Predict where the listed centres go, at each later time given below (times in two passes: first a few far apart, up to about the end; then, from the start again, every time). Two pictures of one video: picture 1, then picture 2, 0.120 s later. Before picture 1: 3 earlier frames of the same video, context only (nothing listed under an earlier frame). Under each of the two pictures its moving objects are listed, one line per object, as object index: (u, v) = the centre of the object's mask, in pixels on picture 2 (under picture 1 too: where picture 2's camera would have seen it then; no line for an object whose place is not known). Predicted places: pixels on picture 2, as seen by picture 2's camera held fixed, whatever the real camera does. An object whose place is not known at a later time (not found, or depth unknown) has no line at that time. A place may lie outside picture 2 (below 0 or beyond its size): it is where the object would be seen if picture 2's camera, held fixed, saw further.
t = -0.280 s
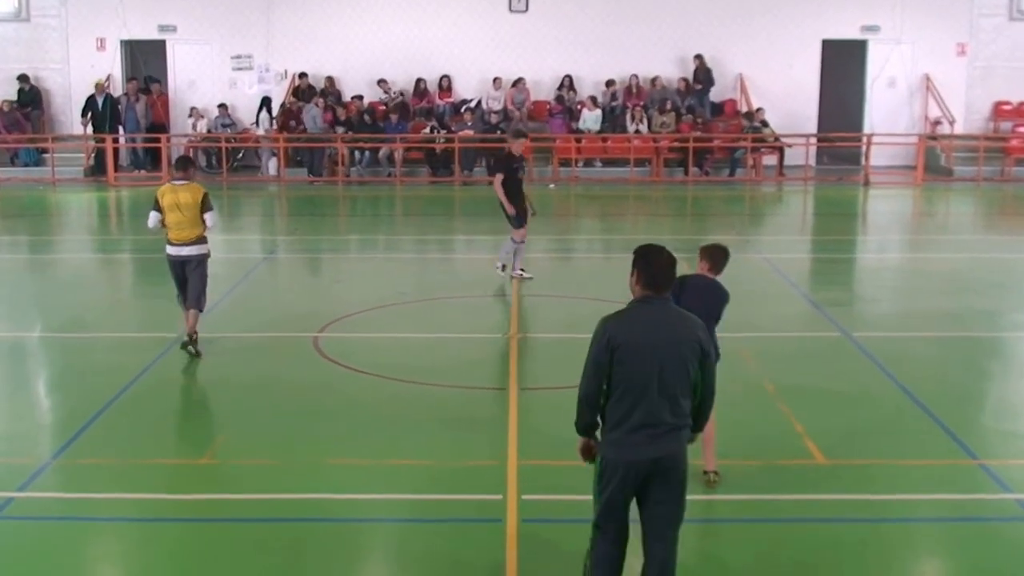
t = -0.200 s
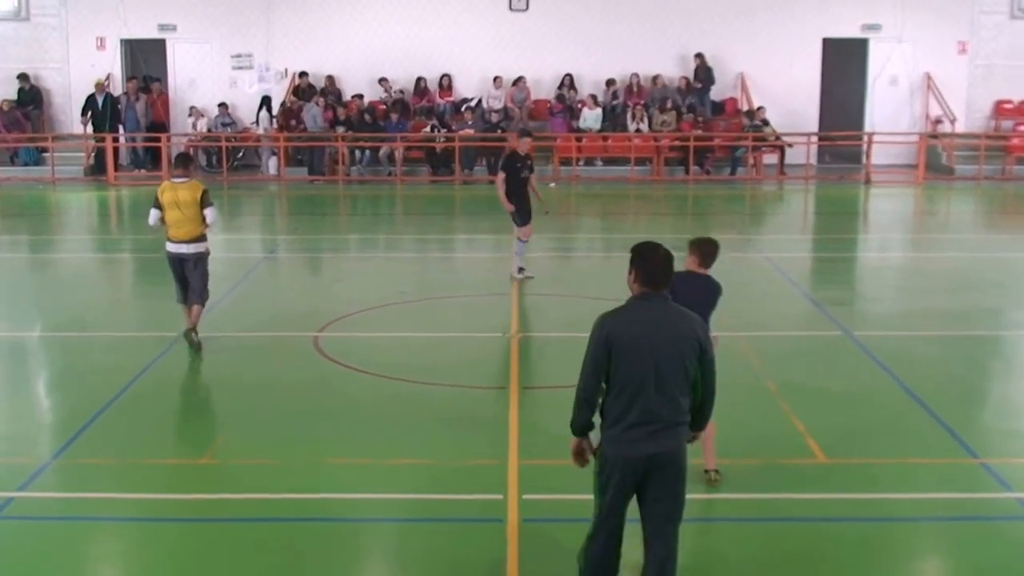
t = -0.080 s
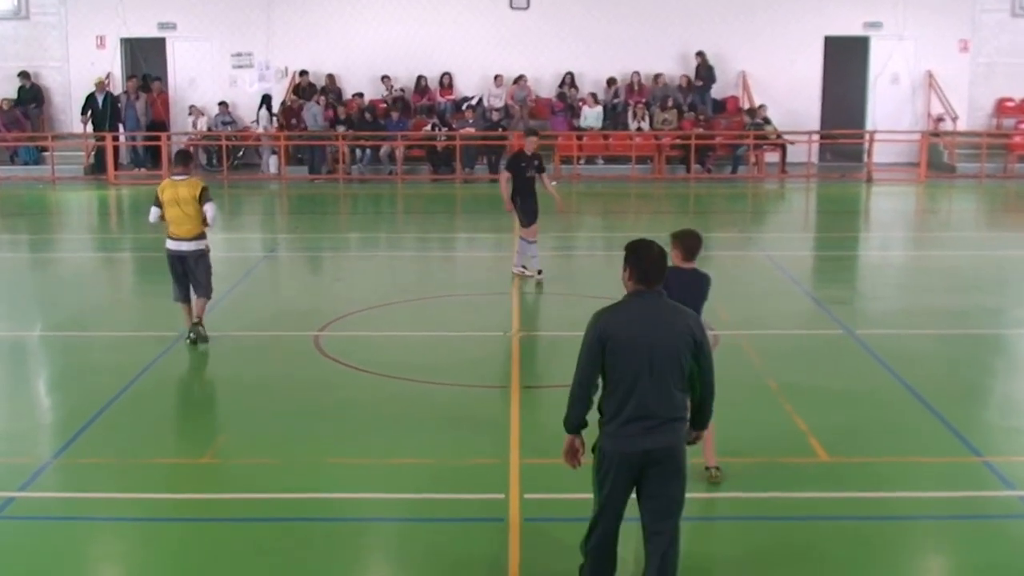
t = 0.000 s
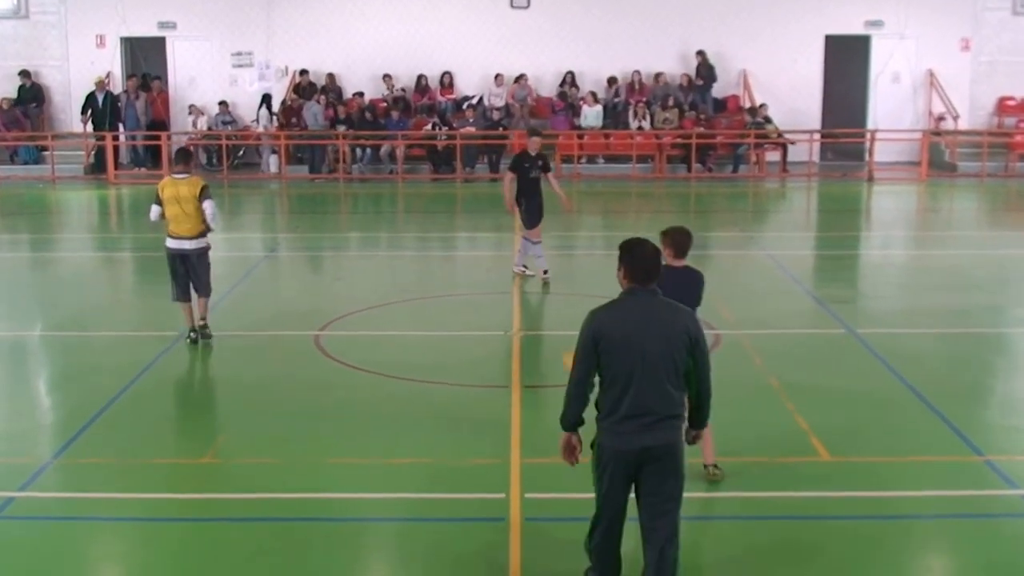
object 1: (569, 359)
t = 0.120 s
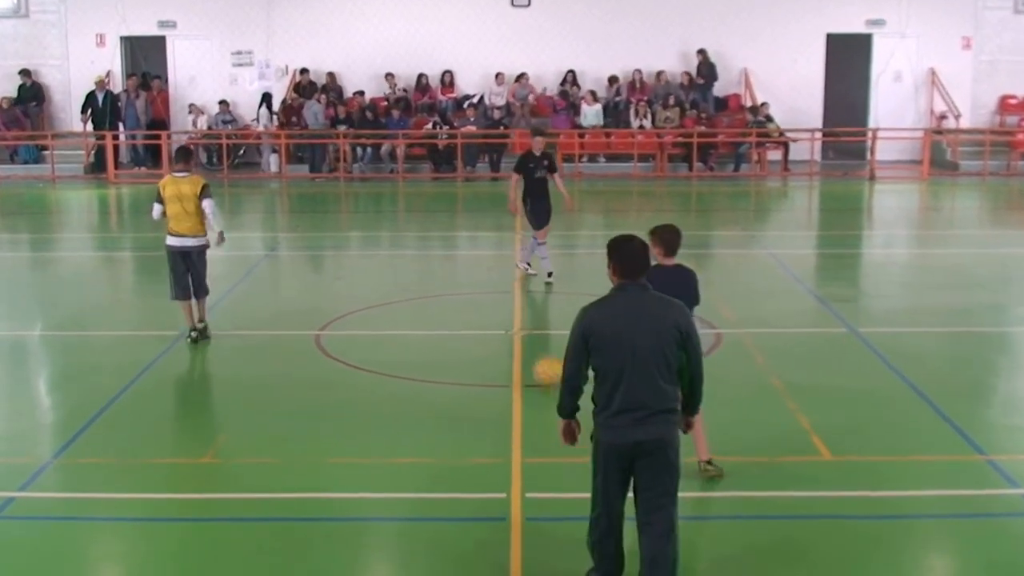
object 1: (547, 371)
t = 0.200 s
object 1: (529, 350)
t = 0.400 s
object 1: (484, 335)
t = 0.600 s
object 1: (443, 329)
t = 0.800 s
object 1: (407, 317)
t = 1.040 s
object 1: (366, 303)
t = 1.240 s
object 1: (336, 304)
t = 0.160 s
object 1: (538, 360)
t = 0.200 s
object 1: (529, 350)
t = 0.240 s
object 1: (519, 344)
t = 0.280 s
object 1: (509, 339)
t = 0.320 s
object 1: (499, 335)
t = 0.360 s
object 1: (493, 334)
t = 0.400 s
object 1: (484, 335)
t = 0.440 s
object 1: (475, 337)
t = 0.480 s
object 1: (468, 341)
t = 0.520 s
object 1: (458, 346)
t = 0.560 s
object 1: (451, 336)
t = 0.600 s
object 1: (443, 329)
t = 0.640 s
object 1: (435, 322)
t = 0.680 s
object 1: (428, 319)
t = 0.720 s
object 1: (421, 316)
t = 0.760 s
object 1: (414, 315)
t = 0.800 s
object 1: (407, 317)
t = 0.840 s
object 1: (400, 319)
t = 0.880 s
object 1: (392, 323)
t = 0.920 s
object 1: (386, 317)
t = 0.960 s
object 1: (378, 311)
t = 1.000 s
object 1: (373, 306)
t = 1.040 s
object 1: (366, 303)
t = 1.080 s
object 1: (359, 301)
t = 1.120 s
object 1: (354, 302)
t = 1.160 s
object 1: (347, 303)
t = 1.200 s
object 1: (342, 307)
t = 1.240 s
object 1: (336, 304)
